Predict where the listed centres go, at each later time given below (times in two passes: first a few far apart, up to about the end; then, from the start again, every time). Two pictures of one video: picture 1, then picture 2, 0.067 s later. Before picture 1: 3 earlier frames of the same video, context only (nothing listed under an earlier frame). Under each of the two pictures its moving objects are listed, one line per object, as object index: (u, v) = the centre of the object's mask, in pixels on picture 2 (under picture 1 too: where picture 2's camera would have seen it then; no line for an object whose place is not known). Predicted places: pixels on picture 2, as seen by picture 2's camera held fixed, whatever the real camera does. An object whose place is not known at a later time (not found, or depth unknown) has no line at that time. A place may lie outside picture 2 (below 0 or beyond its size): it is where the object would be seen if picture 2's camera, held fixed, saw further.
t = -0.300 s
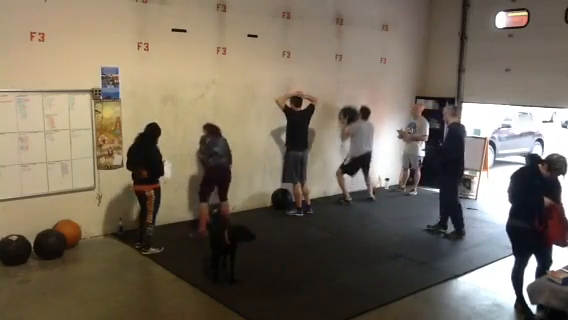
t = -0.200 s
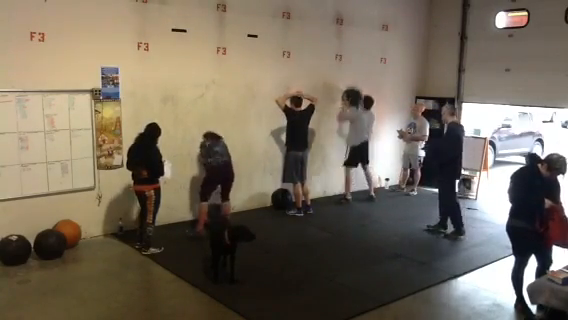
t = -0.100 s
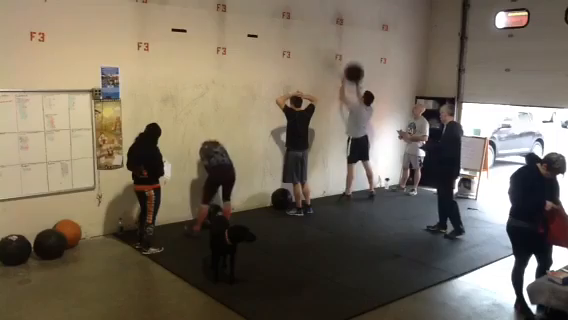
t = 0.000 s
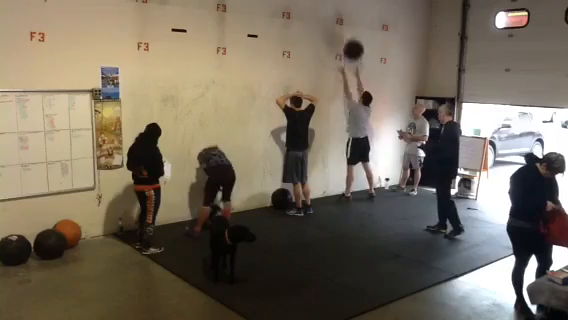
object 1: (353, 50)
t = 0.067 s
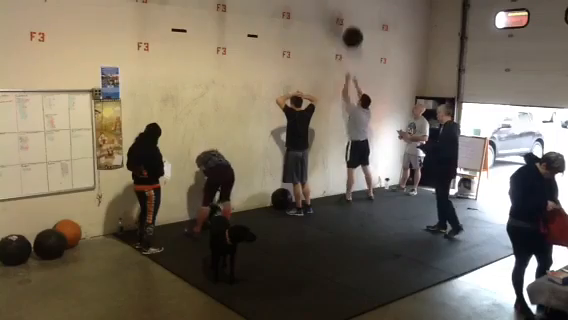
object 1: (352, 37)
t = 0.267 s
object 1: (349, 14)
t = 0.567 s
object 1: (352, 27)
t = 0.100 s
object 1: (352, 31)
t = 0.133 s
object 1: (351, 27)
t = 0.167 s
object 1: (351, 23)
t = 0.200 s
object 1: (350, 19)
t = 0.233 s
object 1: (349, 17)
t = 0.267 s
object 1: (349, 14)
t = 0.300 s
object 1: (349, 13)
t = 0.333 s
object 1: (349, 12)
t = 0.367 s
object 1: (349, 12)
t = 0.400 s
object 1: (349, 13)
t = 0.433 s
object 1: (350, 15)
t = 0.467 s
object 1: (350, 16)
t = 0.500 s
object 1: (350, 19)
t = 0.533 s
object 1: (352, 23)
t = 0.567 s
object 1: (352, 27)
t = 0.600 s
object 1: (353, 31)
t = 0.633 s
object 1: (352, 37)
